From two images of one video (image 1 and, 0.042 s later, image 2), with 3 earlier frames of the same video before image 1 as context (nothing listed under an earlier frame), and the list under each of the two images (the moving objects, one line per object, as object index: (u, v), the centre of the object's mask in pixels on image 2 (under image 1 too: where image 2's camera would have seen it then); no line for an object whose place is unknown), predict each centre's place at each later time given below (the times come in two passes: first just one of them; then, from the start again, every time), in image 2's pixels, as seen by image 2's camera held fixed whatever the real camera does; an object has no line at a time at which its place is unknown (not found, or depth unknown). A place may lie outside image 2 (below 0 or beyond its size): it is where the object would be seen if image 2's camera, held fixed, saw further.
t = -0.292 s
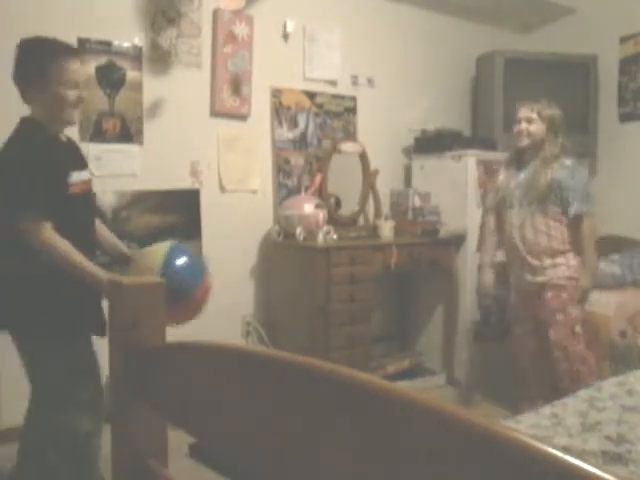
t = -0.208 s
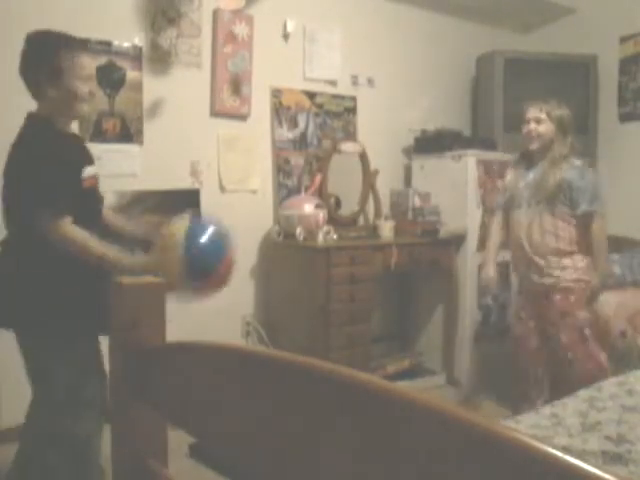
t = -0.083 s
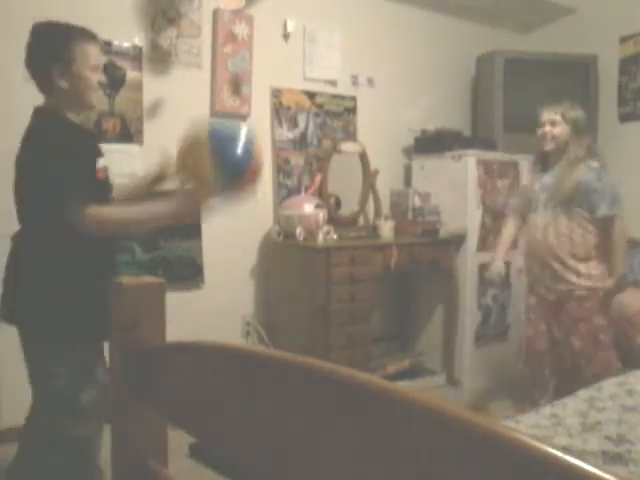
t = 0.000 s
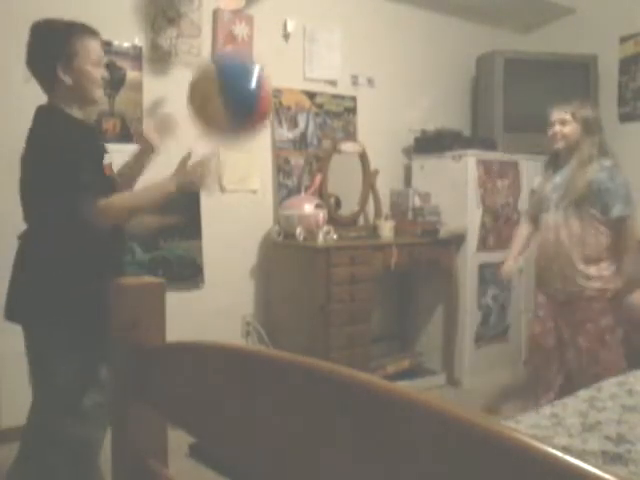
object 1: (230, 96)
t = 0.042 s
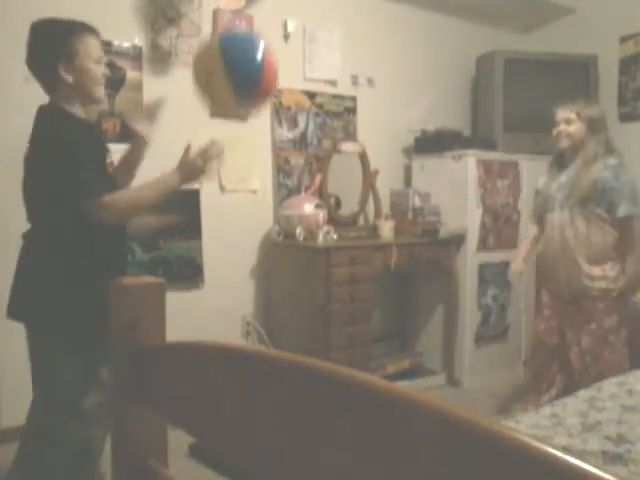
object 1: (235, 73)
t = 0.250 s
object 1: (257, 22)
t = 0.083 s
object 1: (239, 48)
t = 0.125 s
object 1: (245, 36)
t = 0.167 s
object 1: (248, 29)
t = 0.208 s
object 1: (253, 24)
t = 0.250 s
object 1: (257, 22)
